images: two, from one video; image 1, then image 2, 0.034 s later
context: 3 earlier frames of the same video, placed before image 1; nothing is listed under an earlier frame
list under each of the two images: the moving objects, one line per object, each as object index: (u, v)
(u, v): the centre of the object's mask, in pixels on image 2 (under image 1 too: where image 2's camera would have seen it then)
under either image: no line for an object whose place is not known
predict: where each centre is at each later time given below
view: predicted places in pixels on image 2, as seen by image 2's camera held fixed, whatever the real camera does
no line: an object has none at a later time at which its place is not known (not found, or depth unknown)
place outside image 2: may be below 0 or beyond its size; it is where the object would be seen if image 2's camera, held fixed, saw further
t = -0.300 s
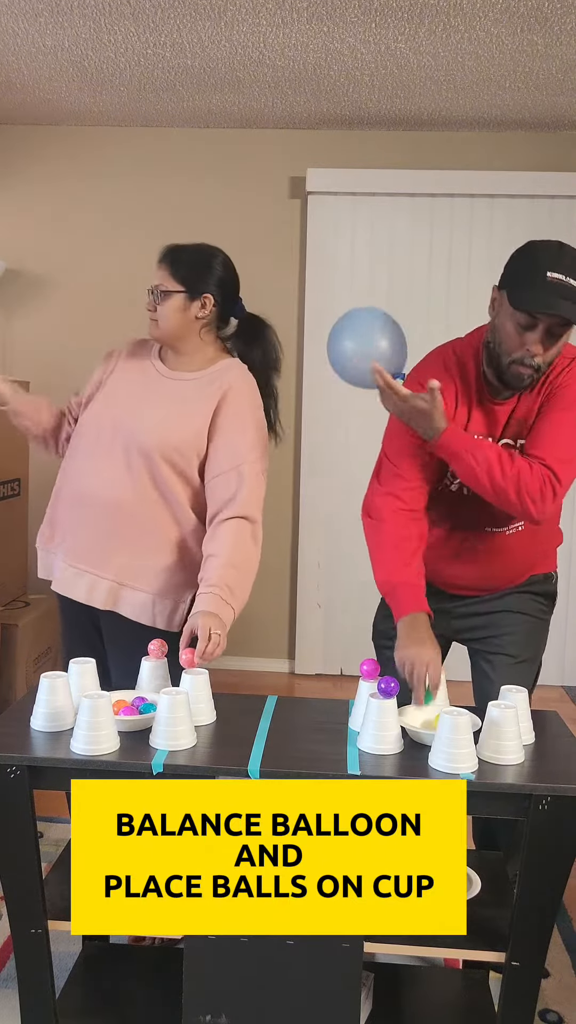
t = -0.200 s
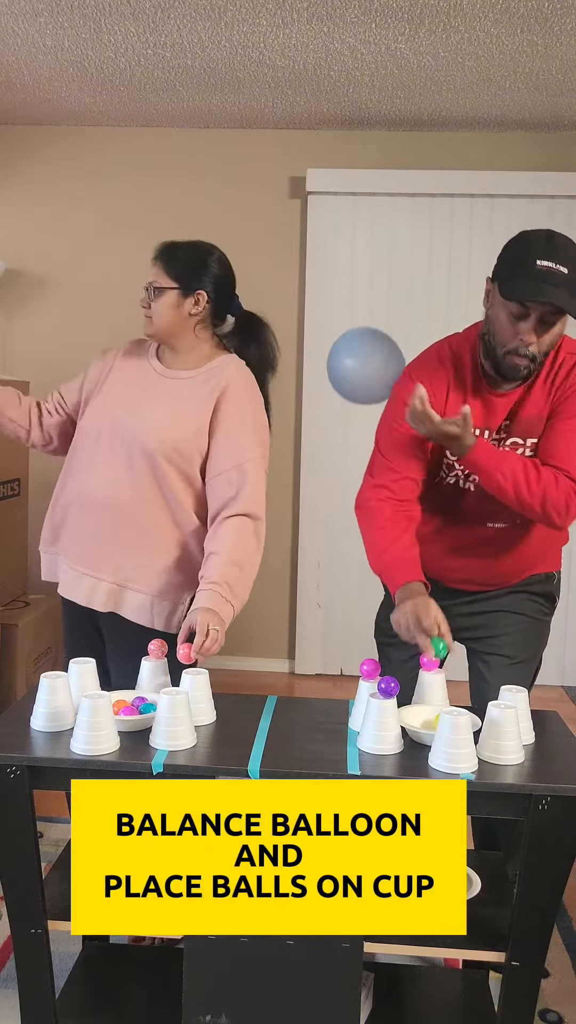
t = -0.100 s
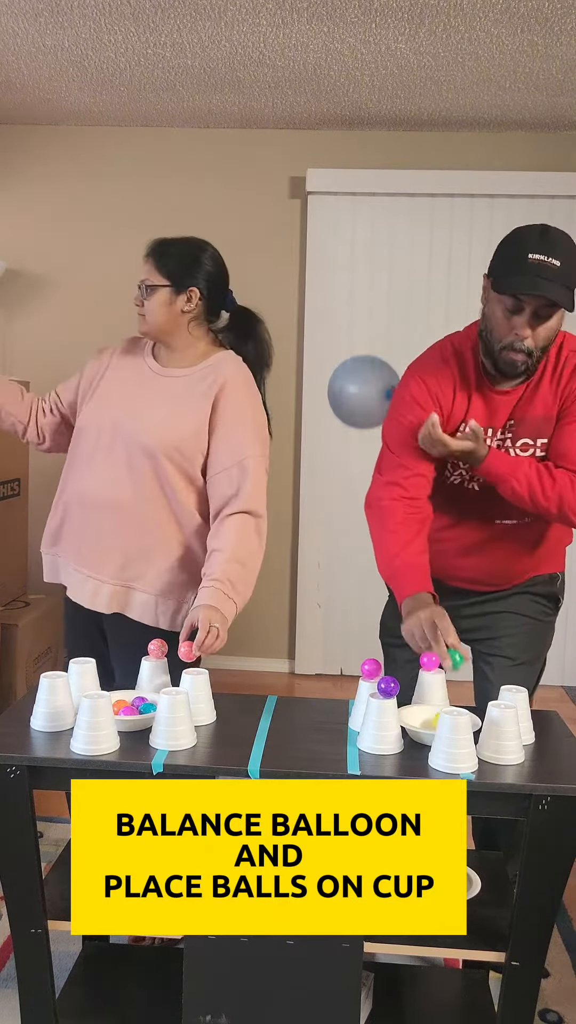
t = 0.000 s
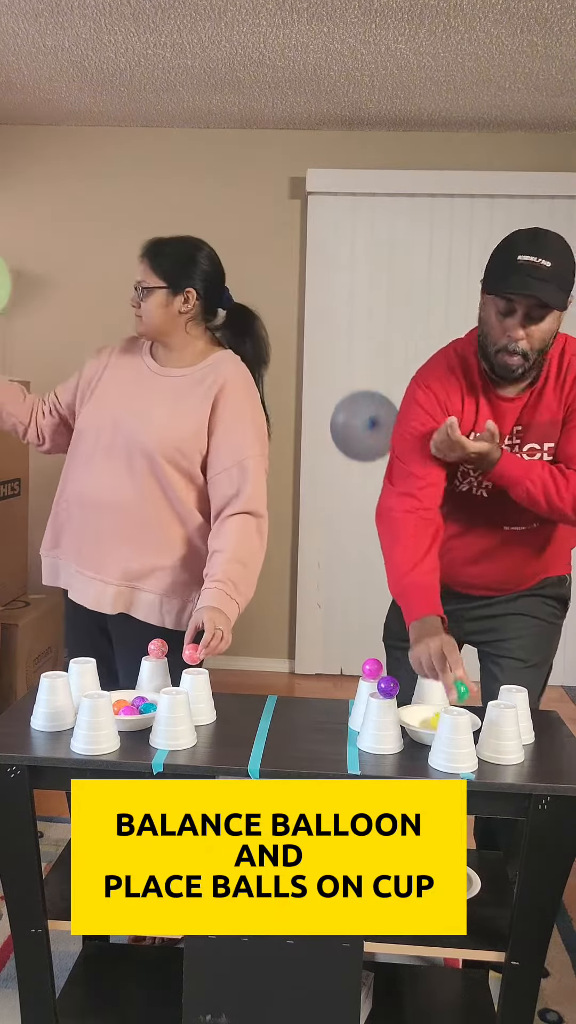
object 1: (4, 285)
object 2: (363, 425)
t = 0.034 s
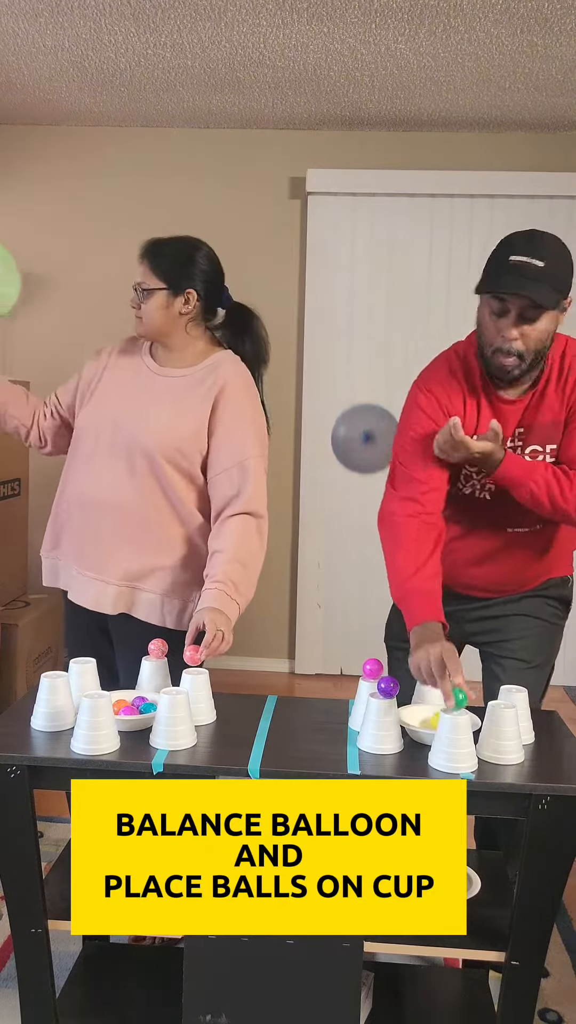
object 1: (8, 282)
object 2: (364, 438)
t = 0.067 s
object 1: (12, 281)
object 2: (365, 452)
